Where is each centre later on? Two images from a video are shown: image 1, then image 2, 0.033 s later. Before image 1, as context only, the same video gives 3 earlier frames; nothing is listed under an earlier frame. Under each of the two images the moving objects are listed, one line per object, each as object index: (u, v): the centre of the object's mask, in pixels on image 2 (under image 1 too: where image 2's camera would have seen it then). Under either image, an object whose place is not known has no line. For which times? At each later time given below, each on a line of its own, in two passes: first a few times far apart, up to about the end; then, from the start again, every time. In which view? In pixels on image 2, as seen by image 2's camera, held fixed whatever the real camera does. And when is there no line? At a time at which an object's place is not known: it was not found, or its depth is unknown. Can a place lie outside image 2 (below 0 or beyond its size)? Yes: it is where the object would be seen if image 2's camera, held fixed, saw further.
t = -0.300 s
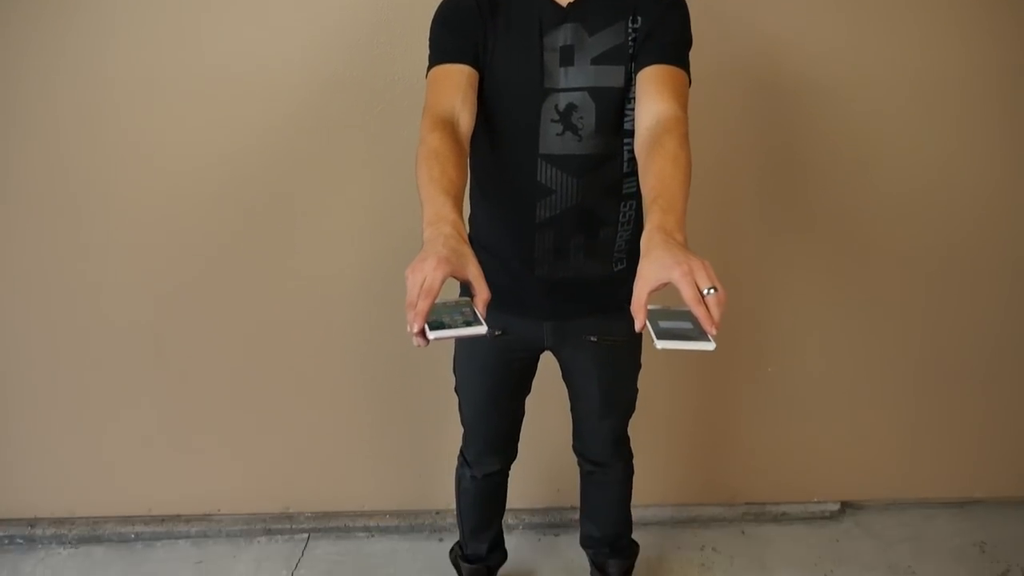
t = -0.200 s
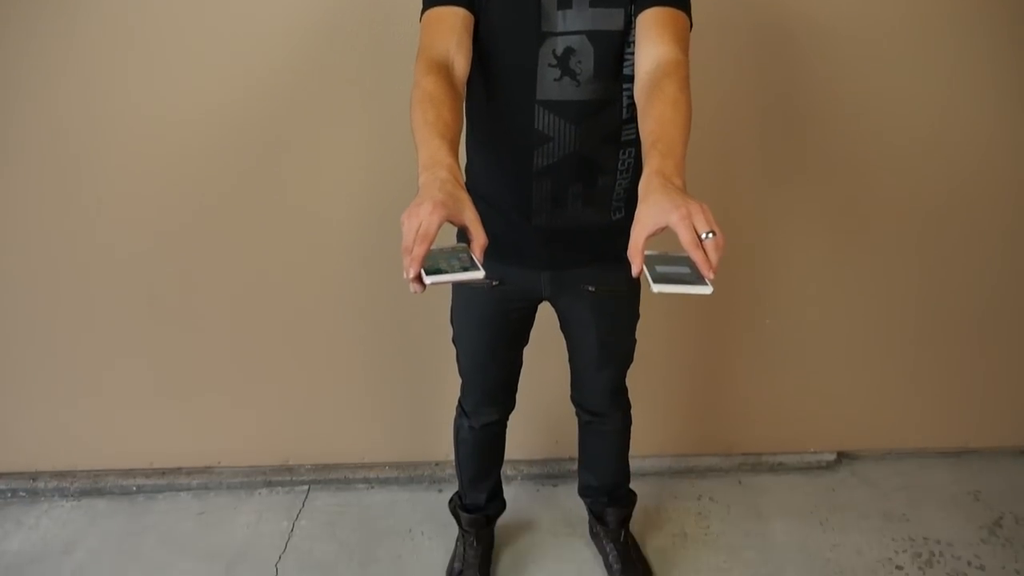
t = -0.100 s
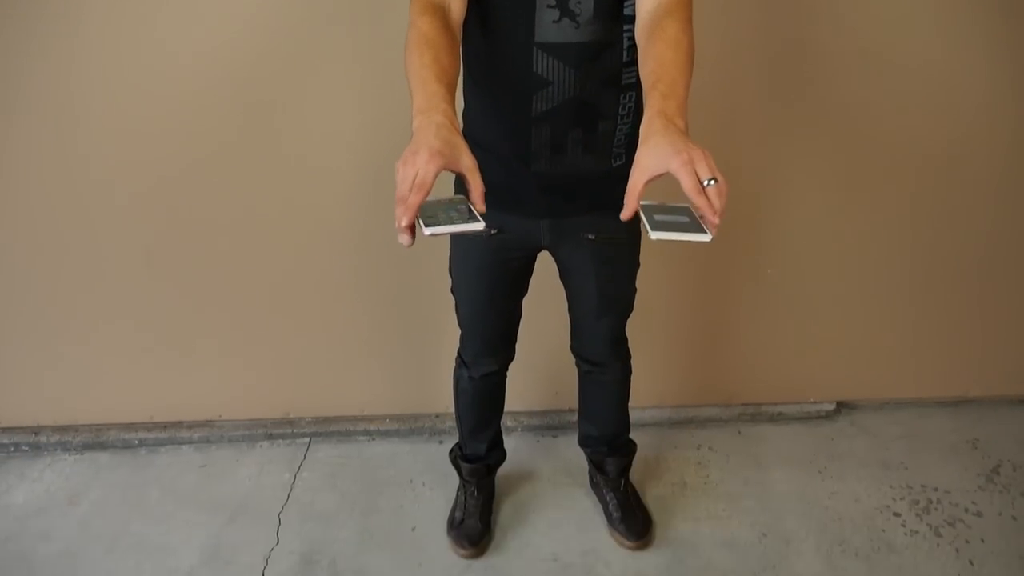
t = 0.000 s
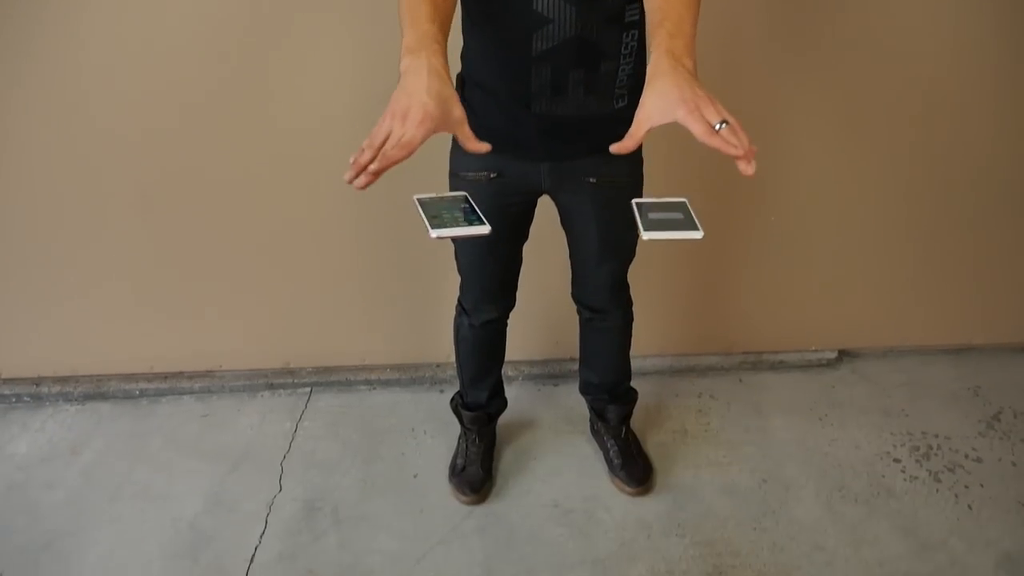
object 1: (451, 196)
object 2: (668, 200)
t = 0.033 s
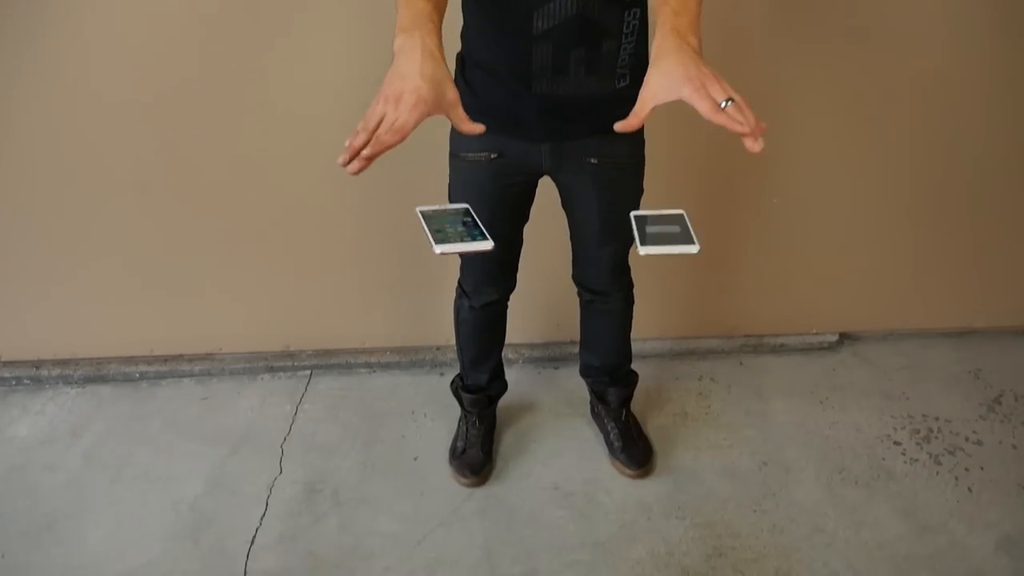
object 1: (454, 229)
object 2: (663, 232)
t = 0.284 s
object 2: (620, 578)
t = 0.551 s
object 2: (610, 632)
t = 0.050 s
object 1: (455, 247)
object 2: (661, 251)
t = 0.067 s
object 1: (457, 267)
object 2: (658, 270)
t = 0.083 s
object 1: (459, 288)
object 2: (656, 290)
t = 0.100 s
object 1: (461, 310)
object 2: (653, 312)
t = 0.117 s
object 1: (462, 333)
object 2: (650, 335)
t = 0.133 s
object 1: (464, 357)
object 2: (647, 358)
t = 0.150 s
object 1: (466, 380)
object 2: (644, 381)
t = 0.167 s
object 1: (468, 405)
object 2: (641, 405)
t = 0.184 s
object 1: (470, 430)
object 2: (638, 430)
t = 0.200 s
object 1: (472, 455)
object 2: (636, 454)
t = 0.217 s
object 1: (474, 480)
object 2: (633, 479)
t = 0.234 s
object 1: (476, 506)
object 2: (630, 504)
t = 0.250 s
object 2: (626, 529)
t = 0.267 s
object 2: (623, 553)
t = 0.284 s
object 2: (620, 578)
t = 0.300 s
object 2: (617, 602)
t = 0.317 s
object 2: (613, 625)
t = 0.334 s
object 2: (612, 634)
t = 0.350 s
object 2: (612, 631)
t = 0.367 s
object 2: (612, 628)
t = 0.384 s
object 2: (612, 627)
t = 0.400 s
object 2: (612, 626)
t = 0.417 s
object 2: (612, 625)
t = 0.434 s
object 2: (611, 626)
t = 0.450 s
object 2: (611, 627)
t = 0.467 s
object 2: (611, 628)
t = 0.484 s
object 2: (610, 631)
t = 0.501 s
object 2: (610, 632)
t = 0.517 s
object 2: (610, 632)
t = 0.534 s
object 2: (610, 632)
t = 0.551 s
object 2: (610, 632)
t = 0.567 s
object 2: (610, 632)
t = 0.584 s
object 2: (610, 632)
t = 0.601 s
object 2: (610, 633)
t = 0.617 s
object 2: (610, 632)
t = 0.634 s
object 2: (610, 632)
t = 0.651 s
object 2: (610, 632)
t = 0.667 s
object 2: (610, 632)
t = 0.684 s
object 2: (610, 632)
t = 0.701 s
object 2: (610, 632)
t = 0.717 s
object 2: (610, 632)
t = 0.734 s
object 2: (610, 632)
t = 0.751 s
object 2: (610, 632)
